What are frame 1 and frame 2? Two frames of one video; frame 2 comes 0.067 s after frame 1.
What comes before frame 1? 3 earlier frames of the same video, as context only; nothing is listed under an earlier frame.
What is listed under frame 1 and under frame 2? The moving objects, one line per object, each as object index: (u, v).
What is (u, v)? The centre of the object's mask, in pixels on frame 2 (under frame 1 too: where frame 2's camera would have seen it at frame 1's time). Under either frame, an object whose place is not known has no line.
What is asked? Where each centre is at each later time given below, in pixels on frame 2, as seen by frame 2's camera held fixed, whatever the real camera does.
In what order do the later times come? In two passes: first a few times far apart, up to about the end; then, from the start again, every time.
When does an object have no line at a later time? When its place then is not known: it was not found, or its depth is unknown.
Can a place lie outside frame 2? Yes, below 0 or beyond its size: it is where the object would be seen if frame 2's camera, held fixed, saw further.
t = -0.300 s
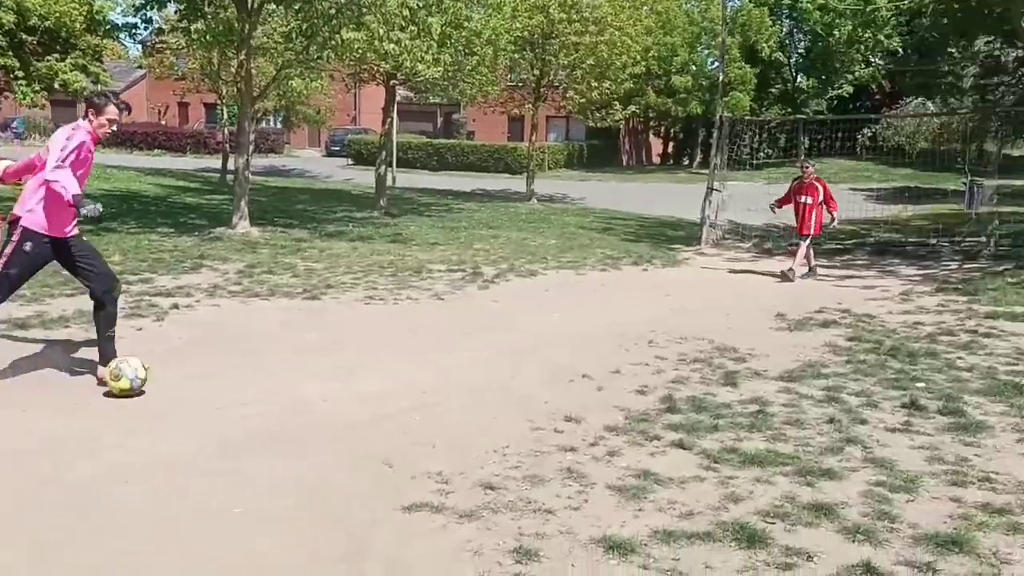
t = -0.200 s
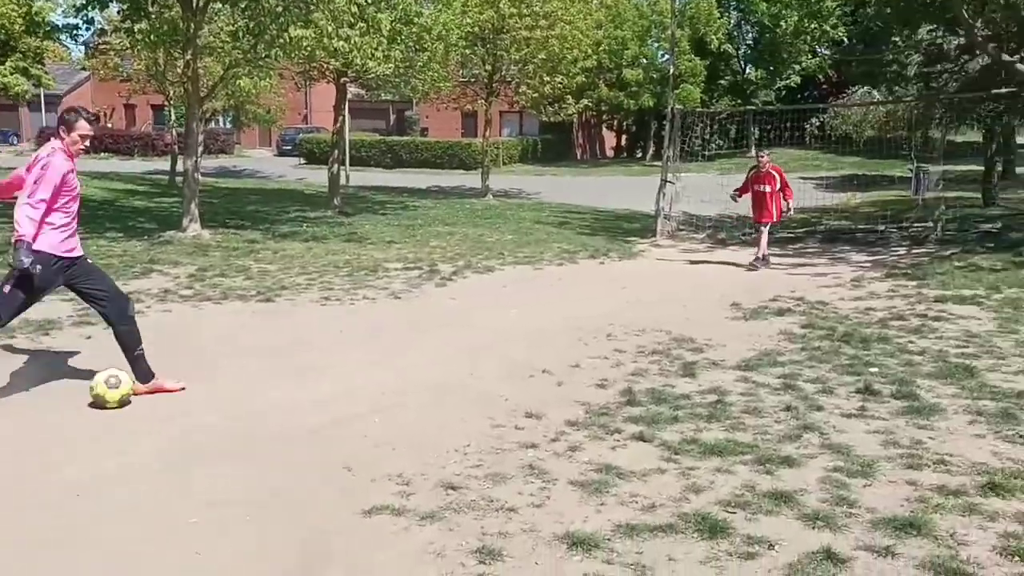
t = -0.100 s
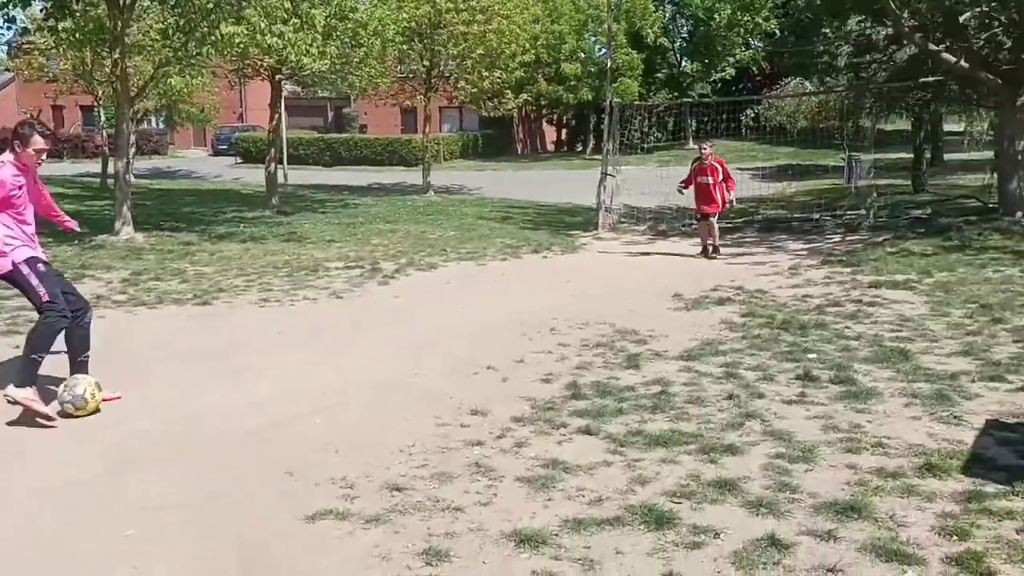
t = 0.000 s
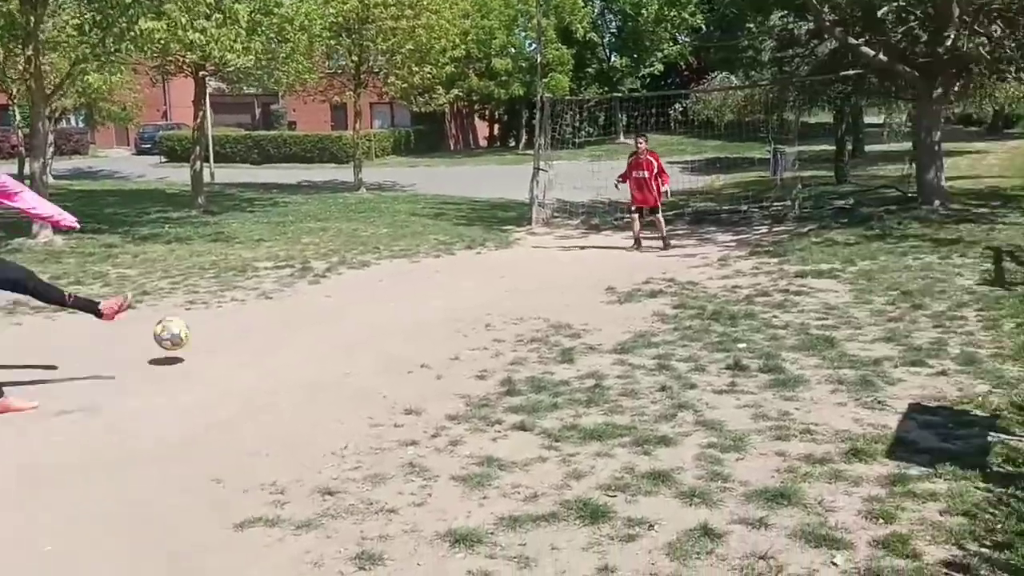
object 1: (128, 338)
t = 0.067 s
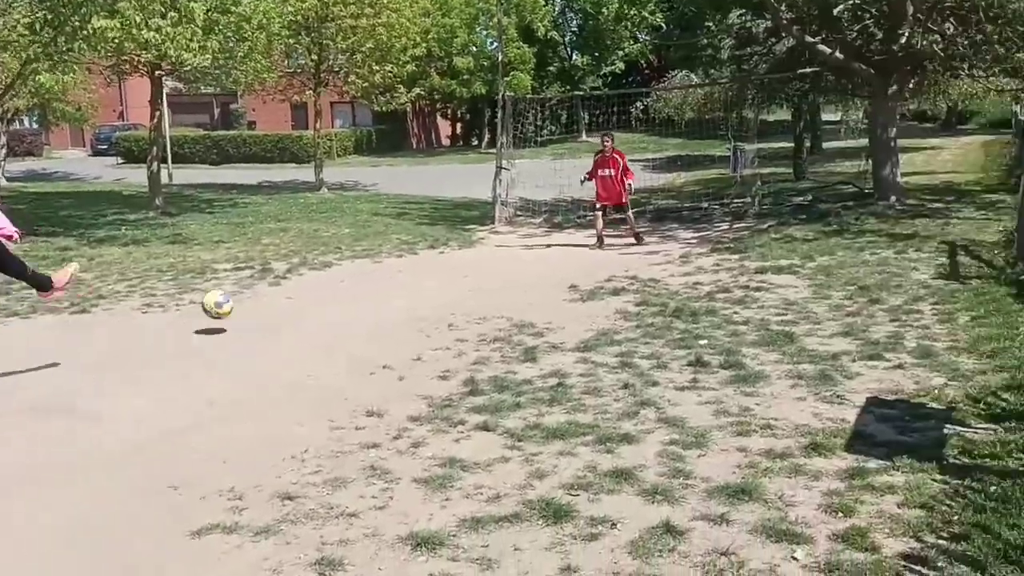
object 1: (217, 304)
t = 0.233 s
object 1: (352, 276)
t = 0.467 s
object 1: (436, 238)
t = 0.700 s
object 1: (482, 215)
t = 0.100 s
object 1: (252, 294)
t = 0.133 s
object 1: (282, 286)
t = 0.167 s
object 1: (309, 281)
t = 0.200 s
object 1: (332, 280)
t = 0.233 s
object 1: (352, 276)
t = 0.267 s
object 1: (367, 265)
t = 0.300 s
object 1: (382, 256)
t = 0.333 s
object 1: (395, 249)
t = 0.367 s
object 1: (406, 243)
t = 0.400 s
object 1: (417, 240)
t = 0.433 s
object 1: (427, 238)
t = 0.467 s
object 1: (436, 238)
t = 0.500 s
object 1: (444, 237)
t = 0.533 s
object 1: (451, 230)
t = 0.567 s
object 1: (458, 225)
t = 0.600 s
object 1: (464, 220)
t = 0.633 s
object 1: (470, 217)
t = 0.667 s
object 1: (476, 216)
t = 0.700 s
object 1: (482, 215)
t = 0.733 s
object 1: (487, 215)
